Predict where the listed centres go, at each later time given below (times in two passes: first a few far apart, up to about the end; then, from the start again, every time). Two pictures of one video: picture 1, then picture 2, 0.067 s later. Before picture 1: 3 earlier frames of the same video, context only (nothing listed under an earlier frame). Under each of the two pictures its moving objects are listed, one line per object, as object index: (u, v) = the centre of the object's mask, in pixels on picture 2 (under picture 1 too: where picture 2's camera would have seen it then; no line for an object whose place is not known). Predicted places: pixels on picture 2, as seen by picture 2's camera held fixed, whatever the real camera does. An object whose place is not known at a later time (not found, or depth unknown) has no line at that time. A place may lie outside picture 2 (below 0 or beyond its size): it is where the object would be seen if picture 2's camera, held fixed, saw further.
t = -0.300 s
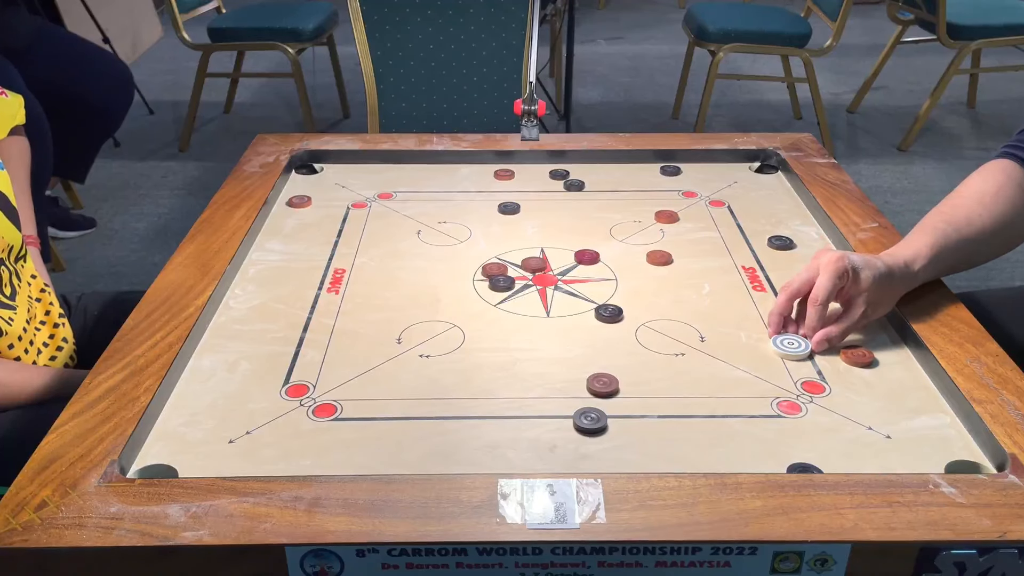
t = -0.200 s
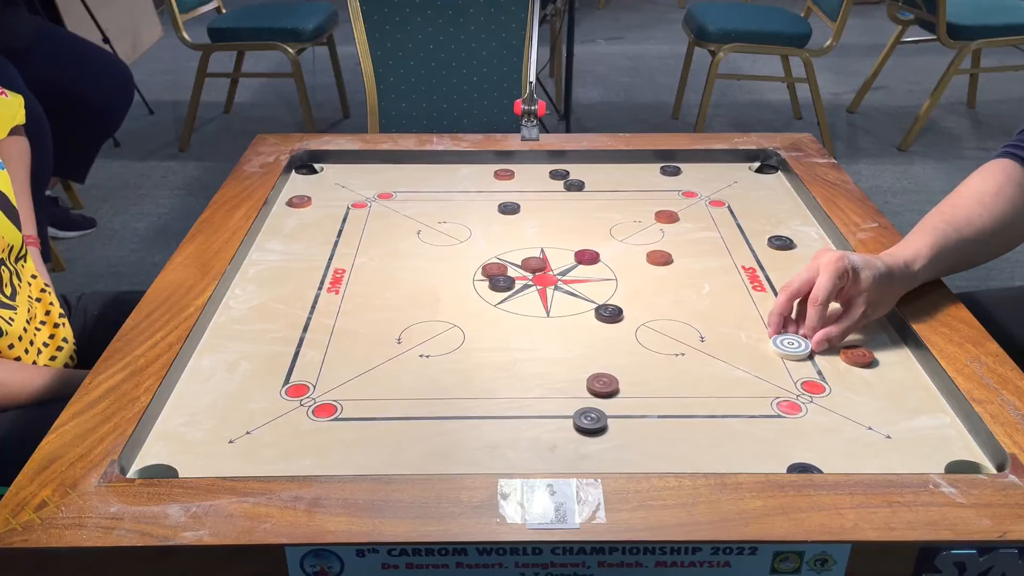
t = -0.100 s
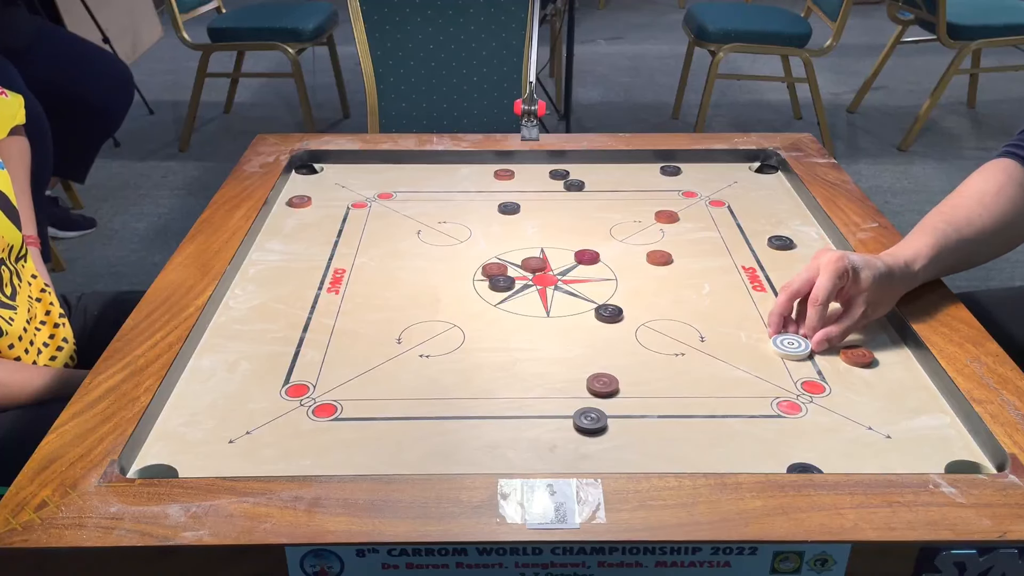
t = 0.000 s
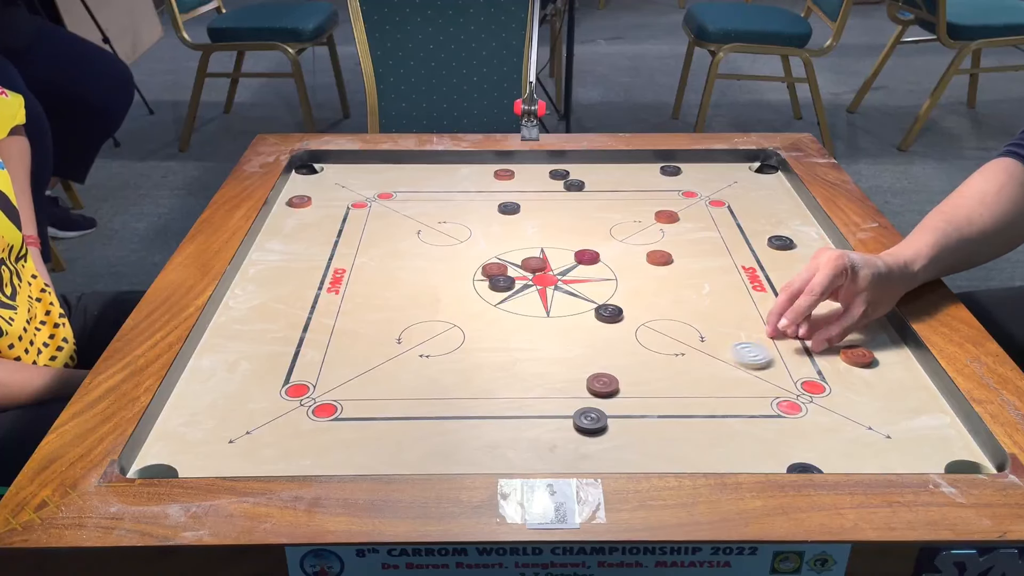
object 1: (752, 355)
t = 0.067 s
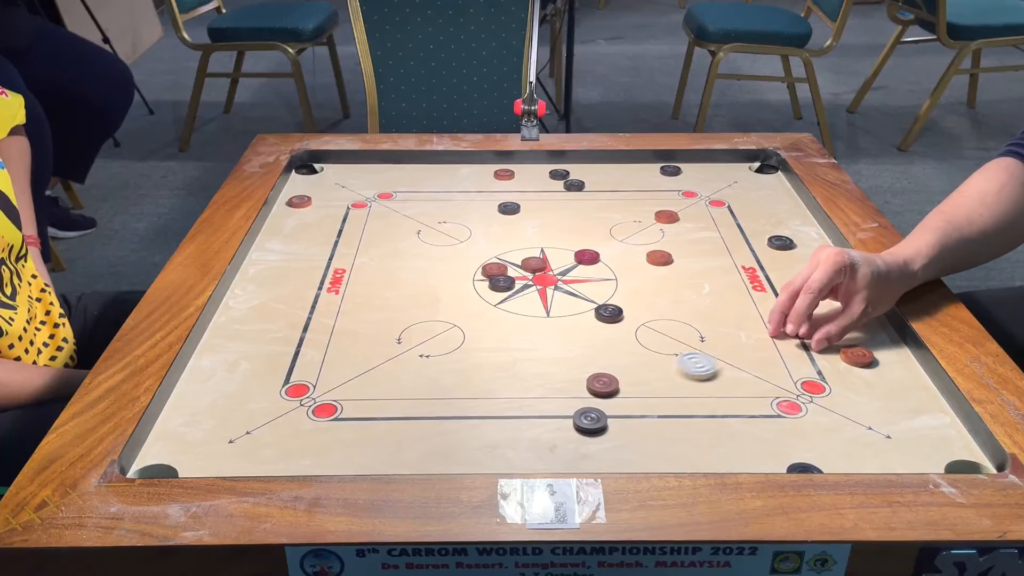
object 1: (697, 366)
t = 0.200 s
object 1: (615, 384)
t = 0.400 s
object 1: (553, 398)
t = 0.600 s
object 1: (524, 403)
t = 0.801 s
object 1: (522, 404)
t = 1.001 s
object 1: (522, 404)
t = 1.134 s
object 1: (522, 404)
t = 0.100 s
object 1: (671, 372)
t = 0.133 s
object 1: (645, 377)
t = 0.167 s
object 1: (628, 381)
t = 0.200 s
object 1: (615, 384)
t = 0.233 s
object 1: (603, 387)
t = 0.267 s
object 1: (591, 389)
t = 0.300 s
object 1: (581, 391)
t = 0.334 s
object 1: (571, 393)
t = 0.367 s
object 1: (561, 396)
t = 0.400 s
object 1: (553, 398)
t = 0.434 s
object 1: (545, 399)
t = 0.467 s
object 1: (539, 401)
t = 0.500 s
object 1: (533, 402)
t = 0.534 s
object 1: (529, 402)
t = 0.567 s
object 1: (525, 403)
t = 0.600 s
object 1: (524, 403)
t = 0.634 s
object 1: (523, 404)
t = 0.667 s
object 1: (523, 403)
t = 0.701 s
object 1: (522, 404)
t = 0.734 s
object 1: (522, 404)
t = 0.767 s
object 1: (522, 404)
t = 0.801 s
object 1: (522, 404)
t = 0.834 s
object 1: (522, 404)
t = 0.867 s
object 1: (522, 404)
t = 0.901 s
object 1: (522, 404)
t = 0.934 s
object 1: (522, 404)
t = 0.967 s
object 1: (522, 404)
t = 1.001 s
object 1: (522, 404)
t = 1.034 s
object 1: (522, 404)
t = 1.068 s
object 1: (522, 404)
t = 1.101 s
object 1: (522, 404)
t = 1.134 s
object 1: (522, 404)
